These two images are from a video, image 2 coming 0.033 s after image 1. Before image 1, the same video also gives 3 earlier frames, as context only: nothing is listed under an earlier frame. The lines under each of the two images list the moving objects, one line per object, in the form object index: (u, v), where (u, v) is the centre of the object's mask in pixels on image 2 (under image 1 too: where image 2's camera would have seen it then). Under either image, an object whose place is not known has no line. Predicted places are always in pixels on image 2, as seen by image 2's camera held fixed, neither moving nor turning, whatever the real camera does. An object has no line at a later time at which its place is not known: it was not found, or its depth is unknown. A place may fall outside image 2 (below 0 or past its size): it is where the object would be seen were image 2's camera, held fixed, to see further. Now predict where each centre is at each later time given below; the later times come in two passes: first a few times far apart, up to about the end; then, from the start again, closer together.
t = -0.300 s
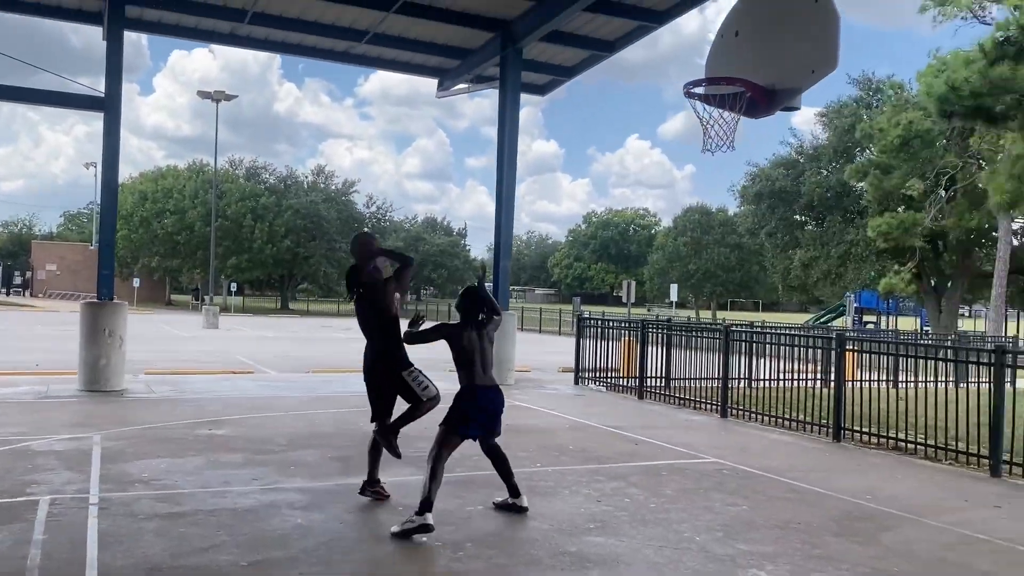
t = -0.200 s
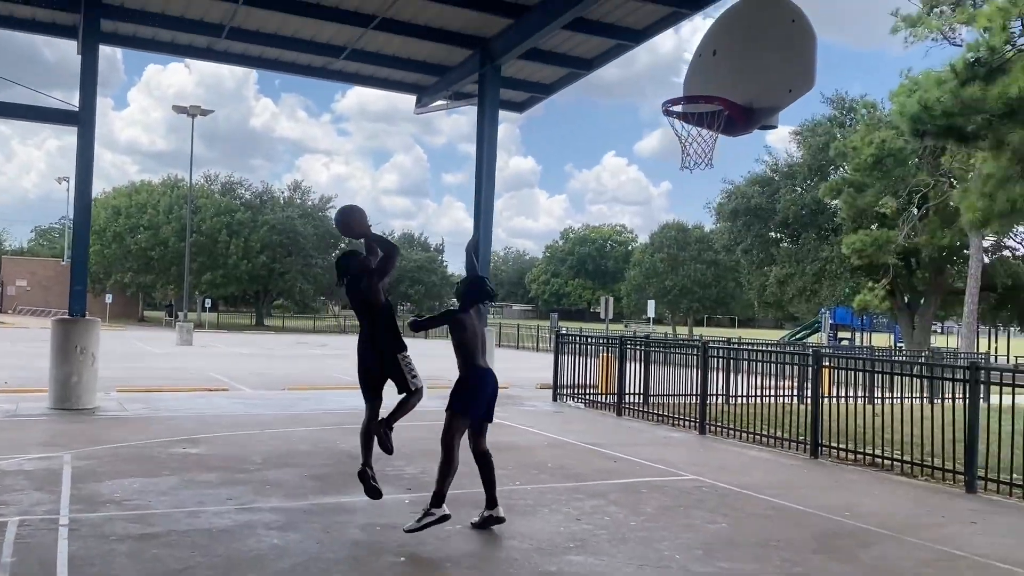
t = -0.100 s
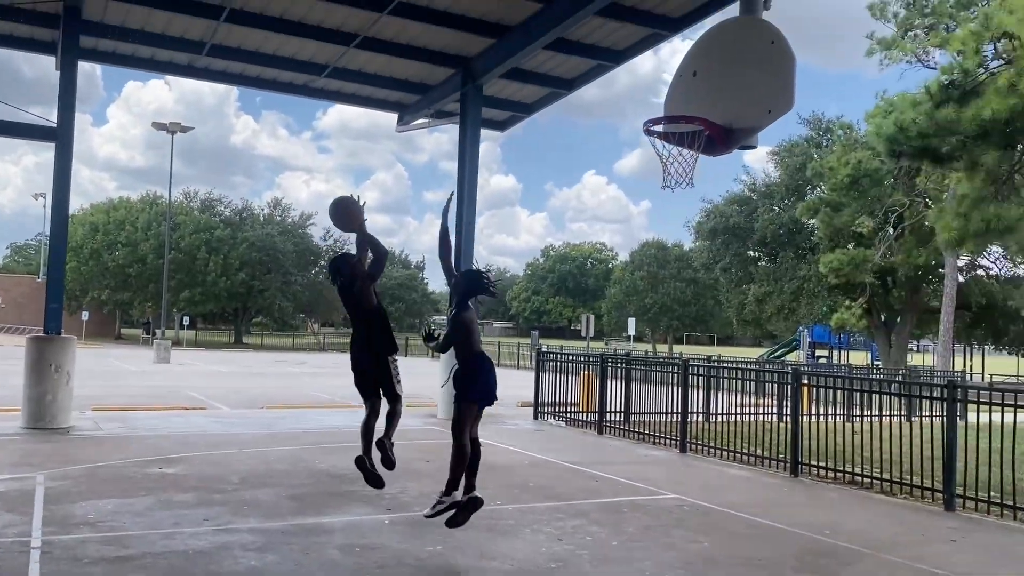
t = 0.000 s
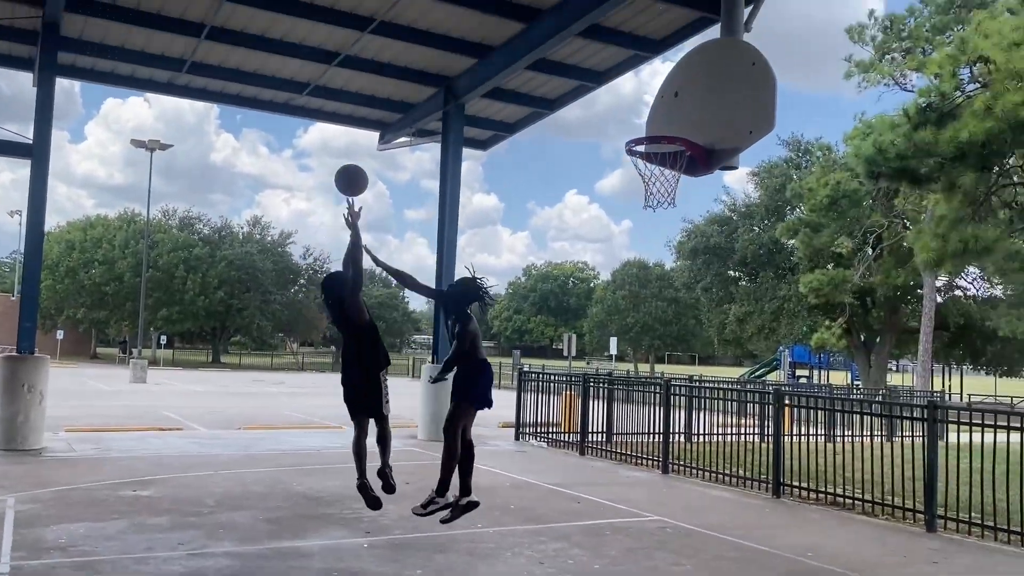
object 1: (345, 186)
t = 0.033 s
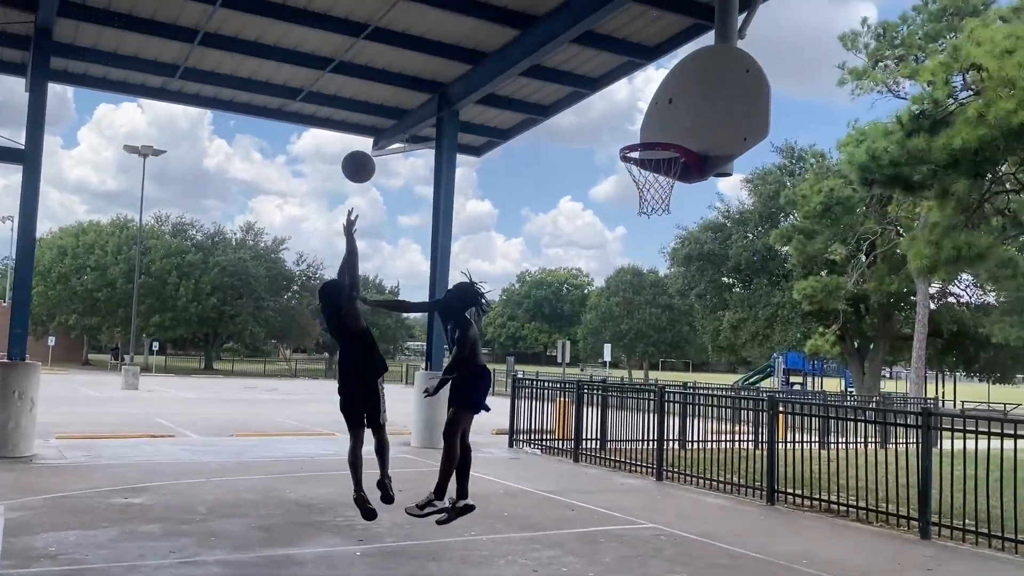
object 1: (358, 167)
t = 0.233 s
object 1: (436, 82)
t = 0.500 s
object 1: (532, 51)
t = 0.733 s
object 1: (612, 96)
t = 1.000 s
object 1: (623, 188)
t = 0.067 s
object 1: (371, 150)
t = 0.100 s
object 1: (385, 132)
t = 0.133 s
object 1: (397, 117)
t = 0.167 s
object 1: (411, 104)
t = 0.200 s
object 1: (424, 92)
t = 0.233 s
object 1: (436, 82)
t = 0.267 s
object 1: (449, 73)
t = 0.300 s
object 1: (462, 67)
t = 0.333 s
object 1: (473, 59)
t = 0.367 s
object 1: (485, 56)
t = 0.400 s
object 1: (497, 52)
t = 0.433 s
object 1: (509, 50)
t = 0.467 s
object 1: (521, 49)
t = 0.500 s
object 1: (532, 51)
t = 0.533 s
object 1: (544, 53)
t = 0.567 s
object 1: (556, 58)
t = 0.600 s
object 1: (568, 62)
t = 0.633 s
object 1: (579, 69)
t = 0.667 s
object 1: (590, 76)
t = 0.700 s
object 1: (602, 87)
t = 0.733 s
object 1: (612, 96)
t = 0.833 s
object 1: (648, 140)
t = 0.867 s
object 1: (645, 155)
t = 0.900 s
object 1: (642, 163)
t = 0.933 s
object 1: (637, 173)
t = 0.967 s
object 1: (630, 179)
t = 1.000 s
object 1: (623, 188)
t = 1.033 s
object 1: (616, 197)
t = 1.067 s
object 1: (609, 209)
